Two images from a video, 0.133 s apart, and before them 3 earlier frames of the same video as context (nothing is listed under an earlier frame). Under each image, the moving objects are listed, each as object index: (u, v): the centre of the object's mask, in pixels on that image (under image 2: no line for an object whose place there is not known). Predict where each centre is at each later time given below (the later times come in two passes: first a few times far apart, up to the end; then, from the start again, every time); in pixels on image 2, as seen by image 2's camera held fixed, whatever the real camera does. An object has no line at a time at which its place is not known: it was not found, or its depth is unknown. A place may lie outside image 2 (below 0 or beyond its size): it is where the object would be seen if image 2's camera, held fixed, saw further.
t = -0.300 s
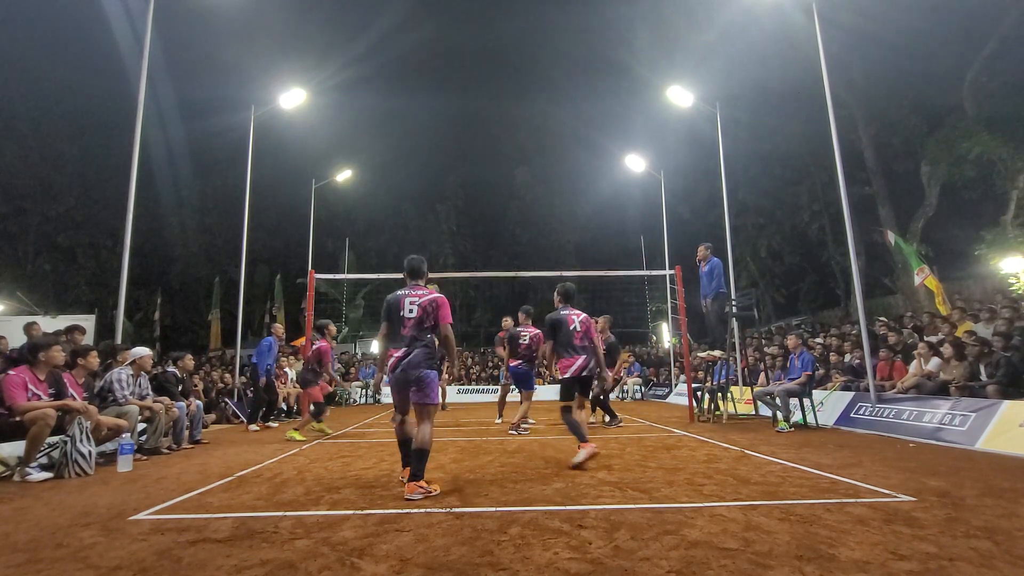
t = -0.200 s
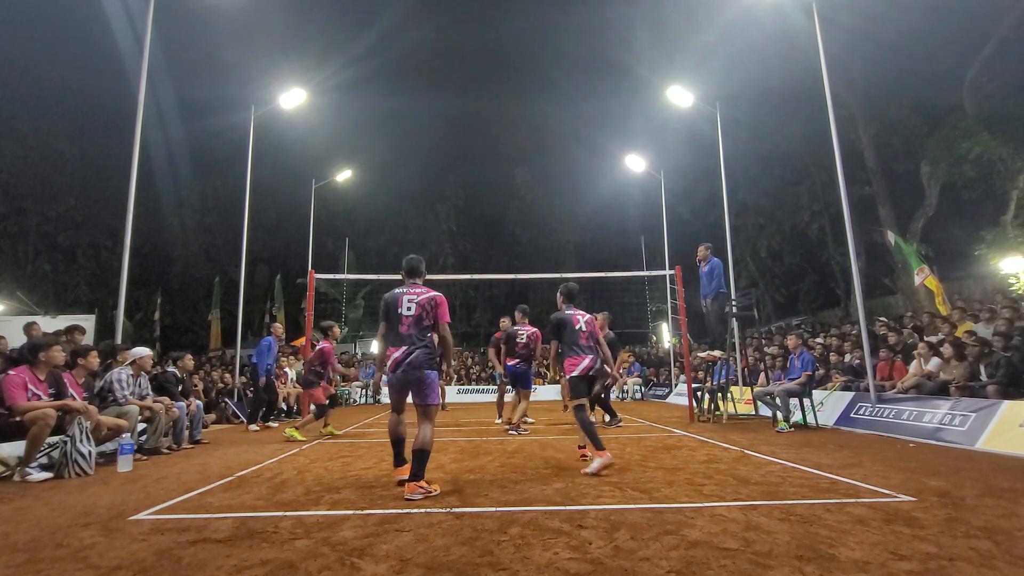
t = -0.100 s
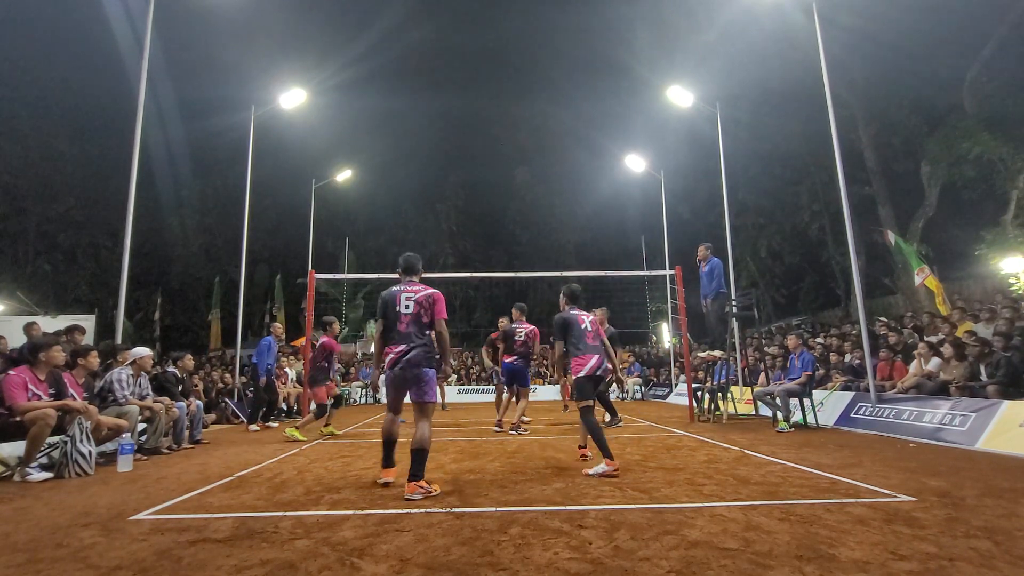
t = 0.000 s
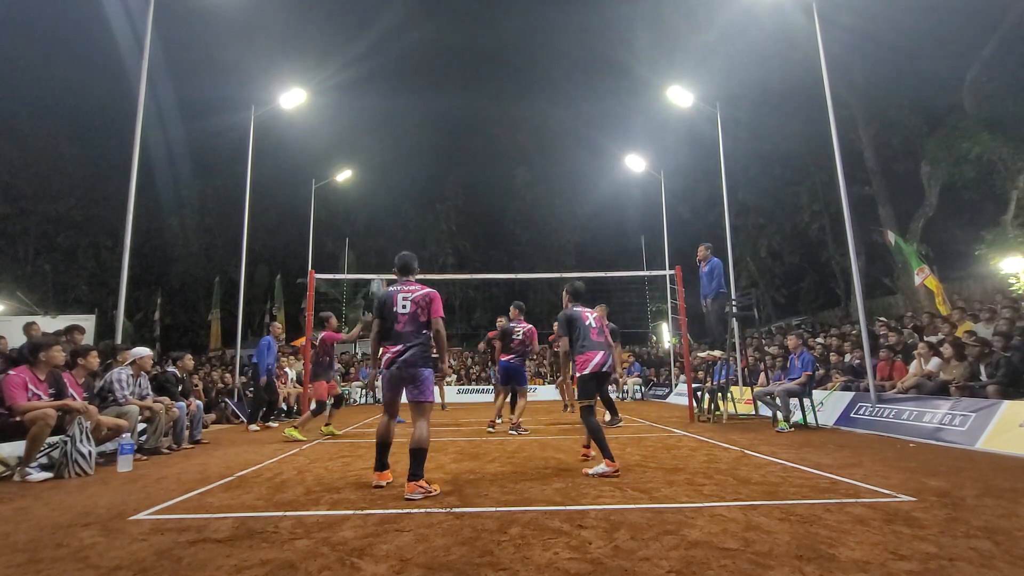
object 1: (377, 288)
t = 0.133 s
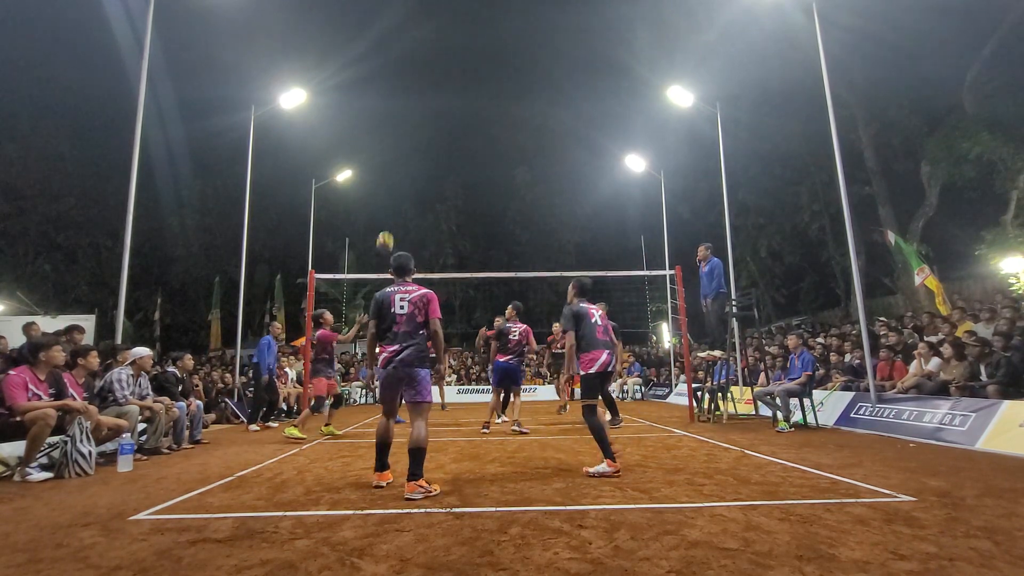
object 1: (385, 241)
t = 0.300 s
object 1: (393, 204)
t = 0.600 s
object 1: (405, 182)
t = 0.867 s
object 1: (416, 220)
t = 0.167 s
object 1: (386, 232)
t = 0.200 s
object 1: (388, 224)
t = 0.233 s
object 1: (390, 215)
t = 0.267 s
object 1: (391, 210)
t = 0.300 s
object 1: (393, 204)
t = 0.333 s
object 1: (394, 197)
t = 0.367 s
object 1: (396, 194)
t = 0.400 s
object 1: (397, 189)
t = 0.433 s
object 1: (399, 186)
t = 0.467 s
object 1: (400, 185)
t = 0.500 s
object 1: (401, 182)
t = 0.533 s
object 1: (403, 182)
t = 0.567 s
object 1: (404, 182)
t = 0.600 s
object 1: (405, 182)
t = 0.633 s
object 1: (406, 184)
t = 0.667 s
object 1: (408, 187)
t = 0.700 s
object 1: (409, 190)
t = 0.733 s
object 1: (410, 194)
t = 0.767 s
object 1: (412, 200)
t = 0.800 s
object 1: (413, 206)
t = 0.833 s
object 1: (415, 213)
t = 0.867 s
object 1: (416, 220)
